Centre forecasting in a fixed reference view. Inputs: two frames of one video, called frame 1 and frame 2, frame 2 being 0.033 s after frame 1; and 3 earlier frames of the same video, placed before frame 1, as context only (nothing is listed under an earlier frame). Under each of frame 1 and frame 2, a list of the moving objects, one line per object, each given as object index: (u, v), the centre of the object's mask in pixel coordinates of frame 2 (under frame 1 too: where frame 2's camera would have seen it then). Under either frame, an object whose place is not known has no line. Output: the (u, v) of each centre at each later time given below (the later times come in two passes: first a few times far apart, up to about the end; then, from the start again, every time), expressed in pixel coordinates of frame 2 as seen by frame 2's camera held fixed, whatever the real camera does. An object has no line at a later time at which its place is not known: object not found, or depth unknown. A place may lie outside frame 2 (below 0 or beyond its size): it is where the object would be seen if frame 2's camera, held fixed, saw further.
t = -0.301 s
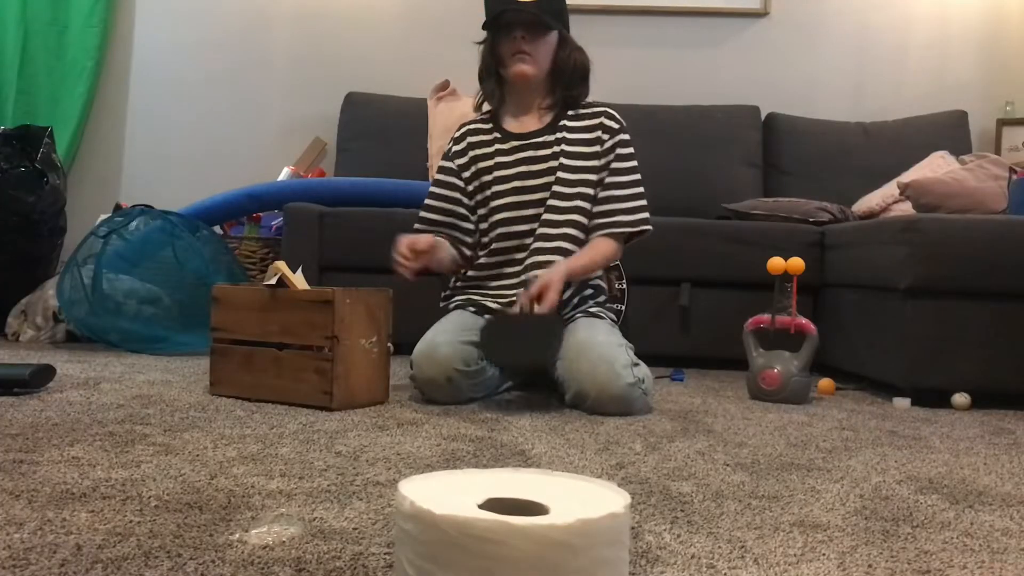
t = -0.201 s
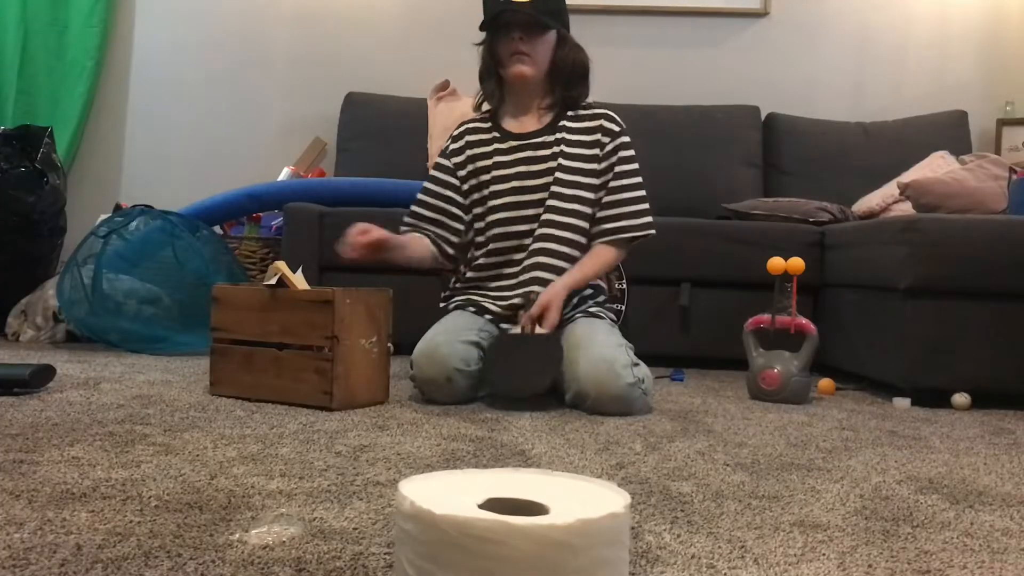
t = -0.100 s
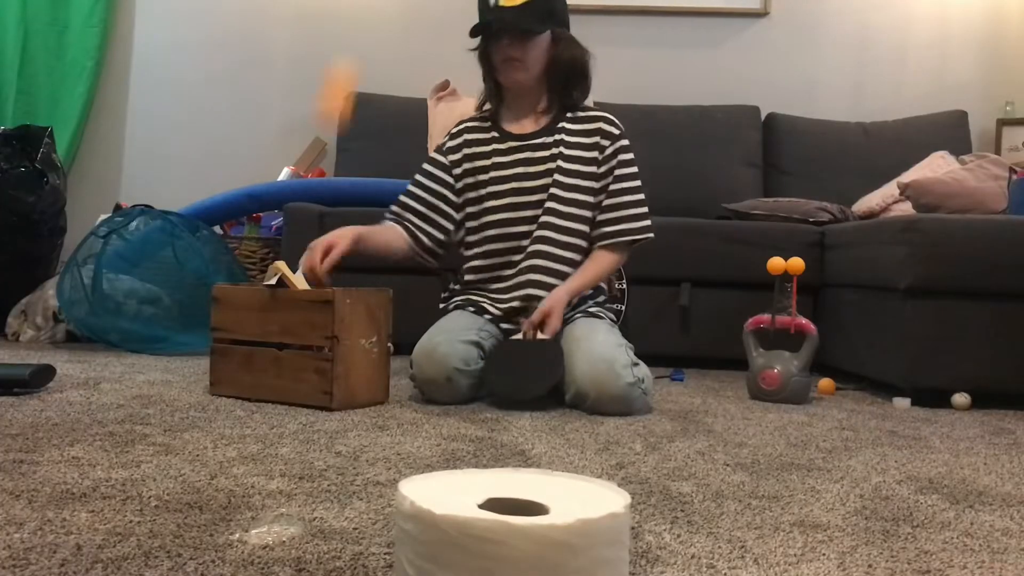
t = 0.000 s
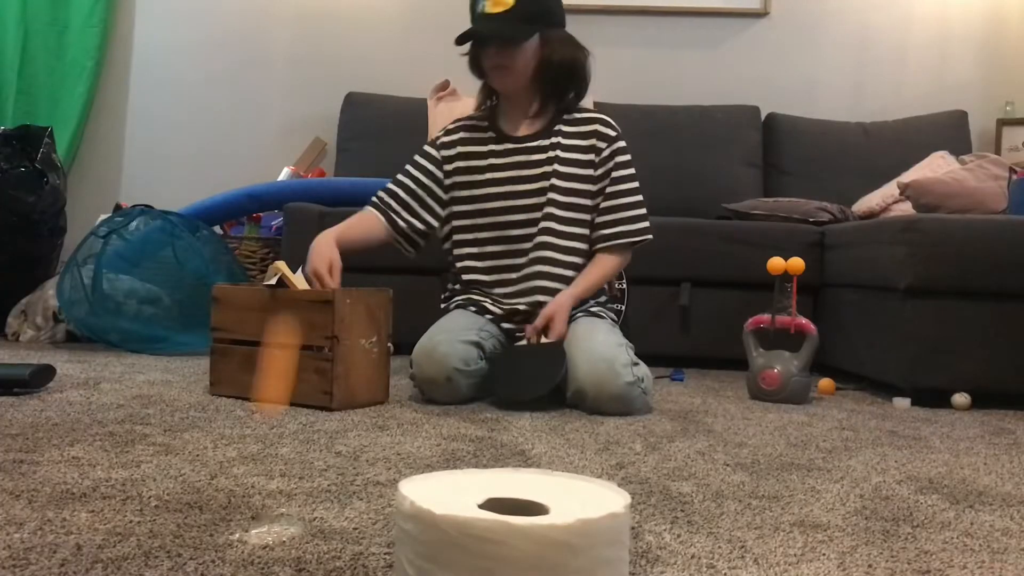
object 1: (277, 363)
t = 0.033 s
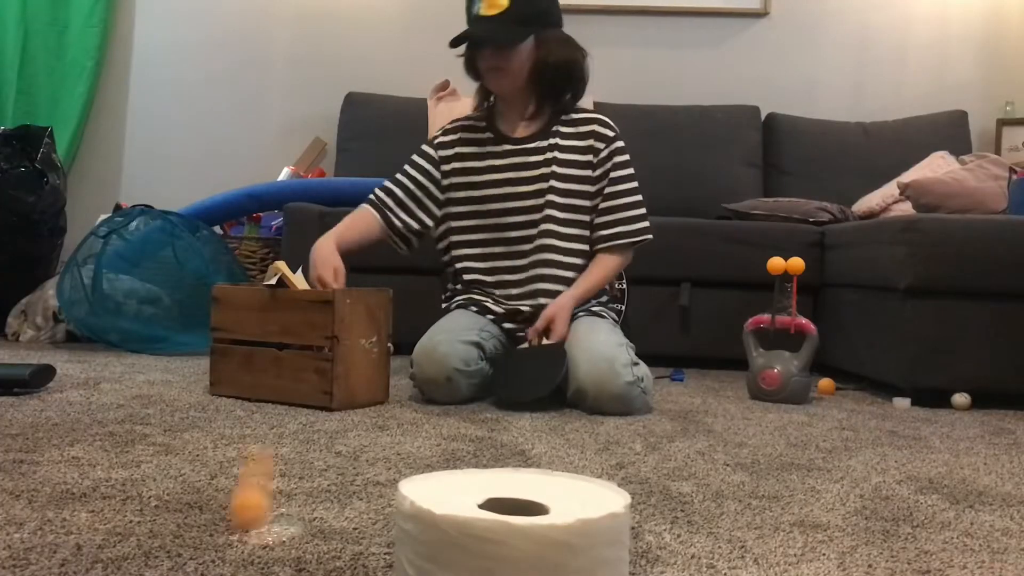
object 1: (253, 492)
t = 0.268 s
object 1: (150, 365)
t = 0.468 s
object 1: (62, 520)
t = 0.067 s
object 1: (238, 468)
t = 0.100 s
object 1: (224, 419)
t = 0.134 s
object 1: (211, 387)
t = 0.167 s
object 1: (198, 366)
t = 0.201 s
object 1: (182, 354)
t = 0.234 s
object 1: (166, 353)
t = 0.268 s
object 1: (150, 365)
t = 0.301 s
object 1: (133, 387)
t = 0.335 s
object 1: (113, 426)
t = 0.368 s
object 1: (93, 480)
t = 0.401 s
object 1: (73, 539)
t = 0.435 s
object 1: (68, 525)
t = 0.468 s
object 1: (62, 520)
